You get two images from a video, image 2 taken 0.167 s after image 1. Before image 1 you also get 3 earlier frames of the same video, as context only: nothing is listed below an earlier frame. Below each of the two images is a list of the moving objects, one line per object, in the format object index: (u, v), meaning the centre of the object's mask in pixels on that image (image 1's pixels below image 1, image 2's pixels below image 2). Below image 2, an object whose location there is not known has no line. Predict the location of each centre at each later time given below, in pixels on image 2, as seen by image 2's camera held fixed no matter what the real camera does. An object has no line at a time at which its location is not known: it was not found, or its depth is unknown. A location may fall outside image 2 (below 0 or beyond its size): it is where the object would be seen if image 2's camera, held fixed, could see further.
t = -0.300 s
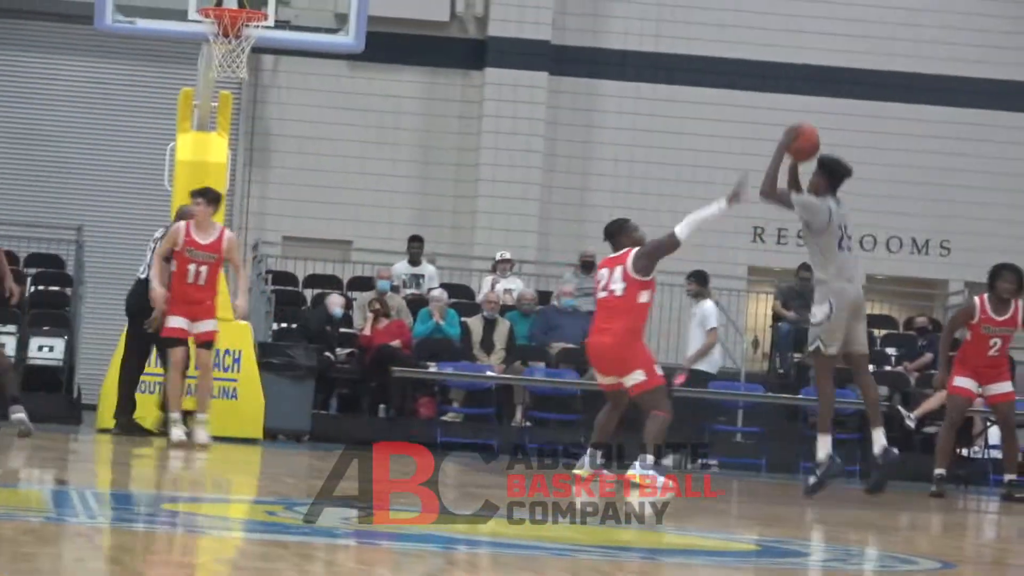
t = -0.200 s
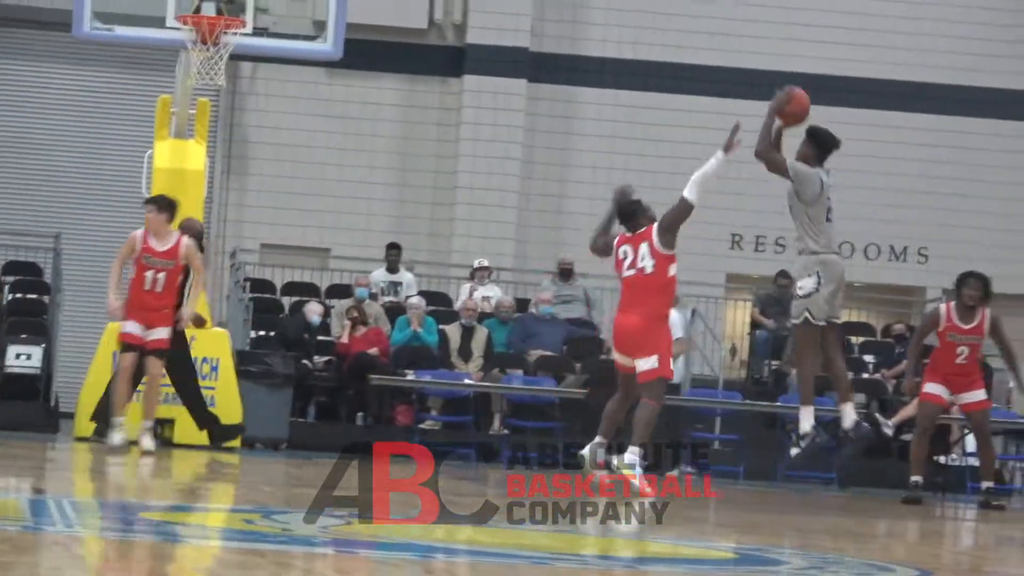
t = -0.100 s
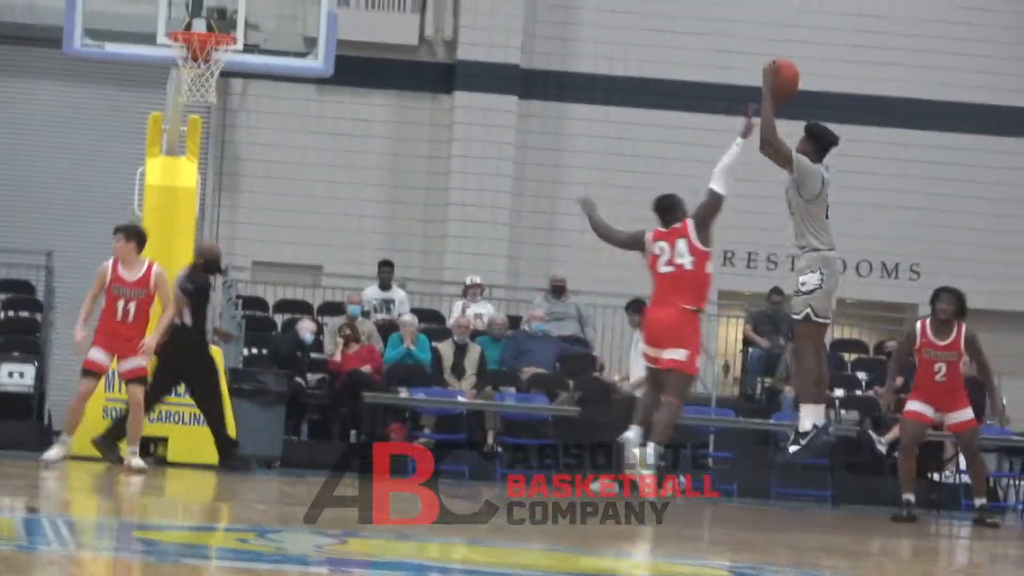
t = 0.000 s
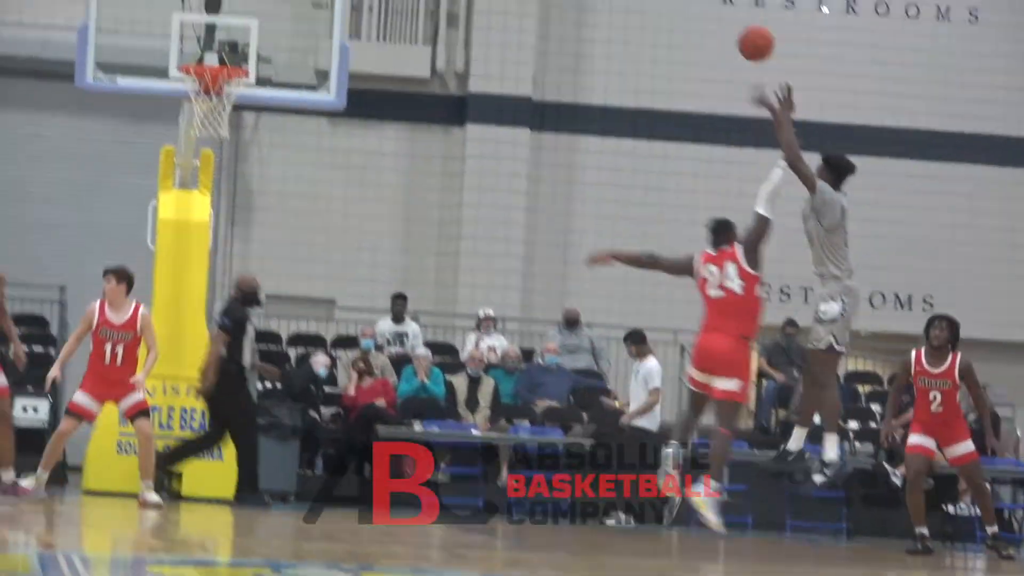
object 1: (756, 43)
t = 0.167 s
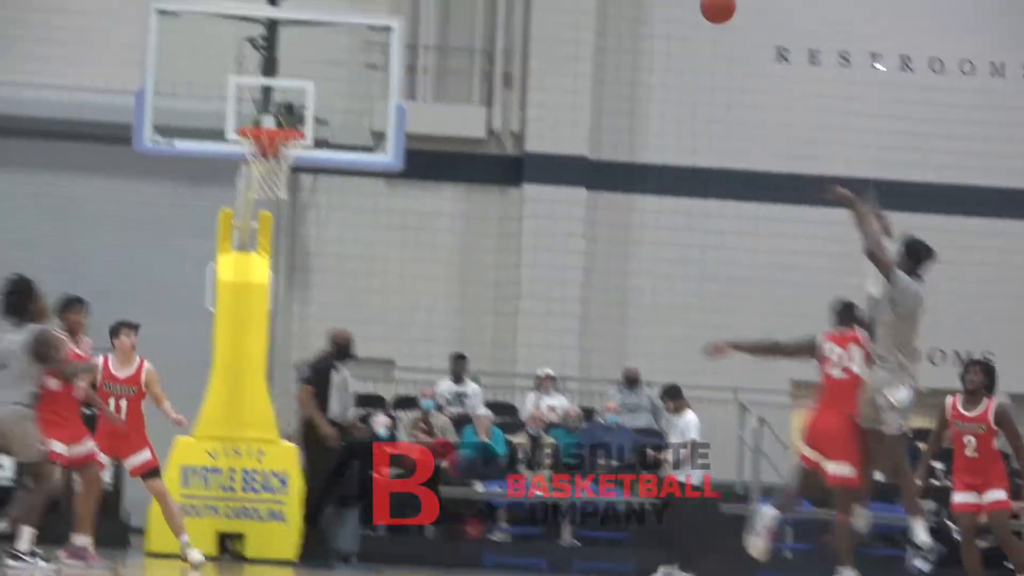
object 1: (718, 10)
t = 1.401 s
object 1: (298, 237)
